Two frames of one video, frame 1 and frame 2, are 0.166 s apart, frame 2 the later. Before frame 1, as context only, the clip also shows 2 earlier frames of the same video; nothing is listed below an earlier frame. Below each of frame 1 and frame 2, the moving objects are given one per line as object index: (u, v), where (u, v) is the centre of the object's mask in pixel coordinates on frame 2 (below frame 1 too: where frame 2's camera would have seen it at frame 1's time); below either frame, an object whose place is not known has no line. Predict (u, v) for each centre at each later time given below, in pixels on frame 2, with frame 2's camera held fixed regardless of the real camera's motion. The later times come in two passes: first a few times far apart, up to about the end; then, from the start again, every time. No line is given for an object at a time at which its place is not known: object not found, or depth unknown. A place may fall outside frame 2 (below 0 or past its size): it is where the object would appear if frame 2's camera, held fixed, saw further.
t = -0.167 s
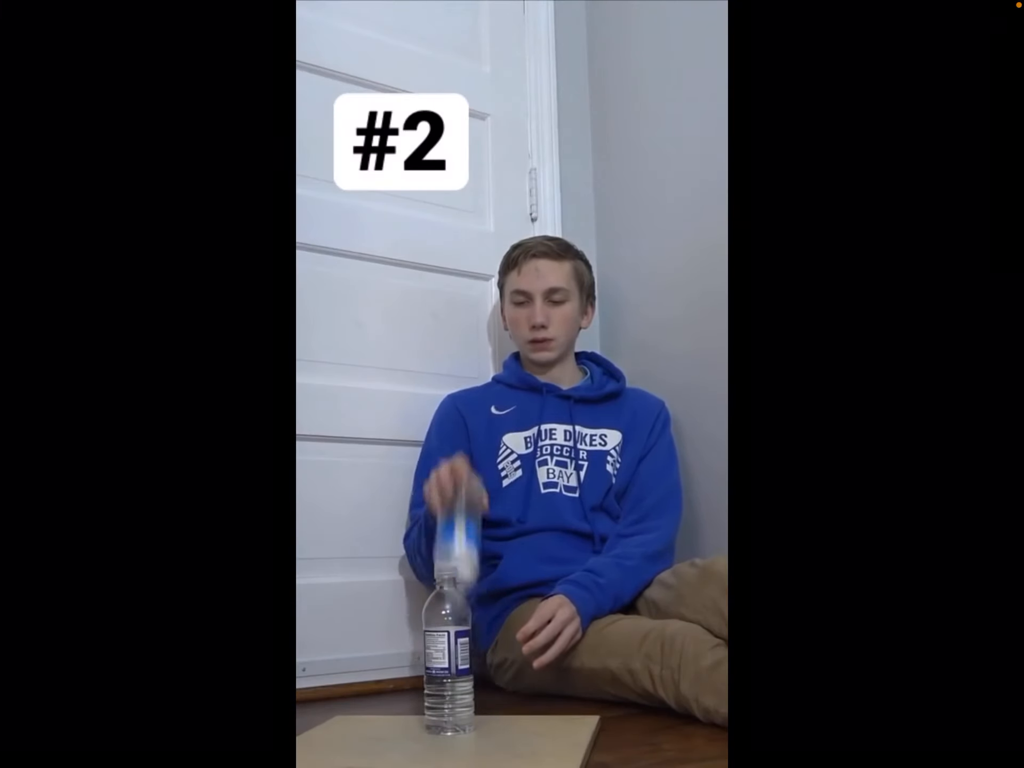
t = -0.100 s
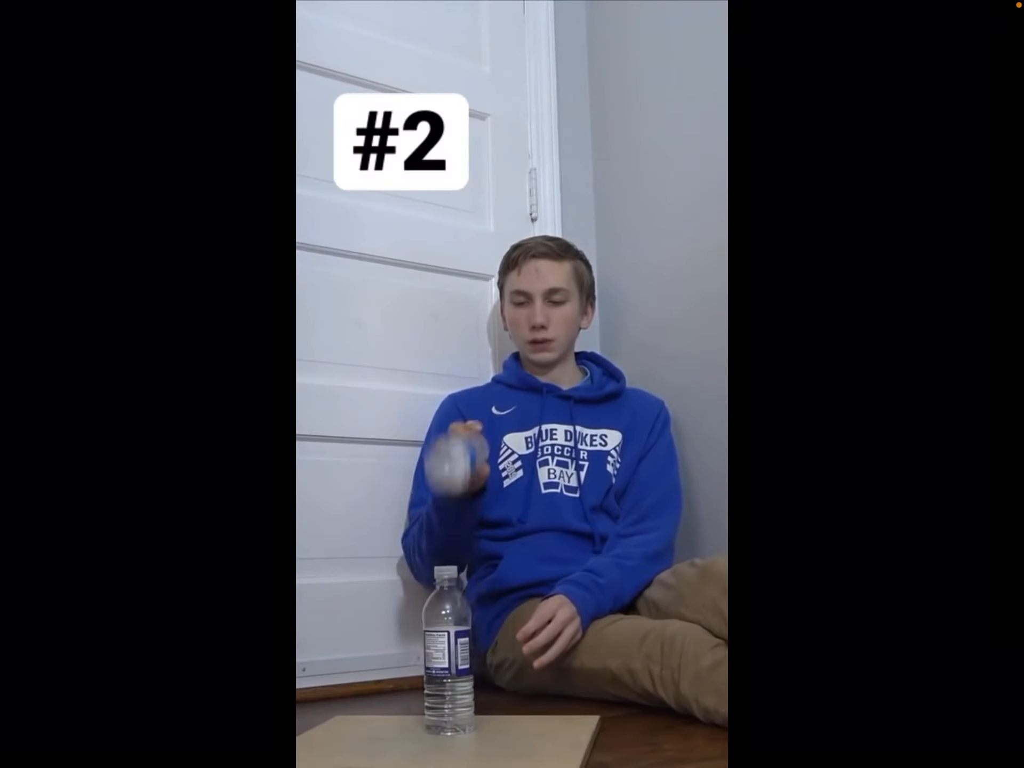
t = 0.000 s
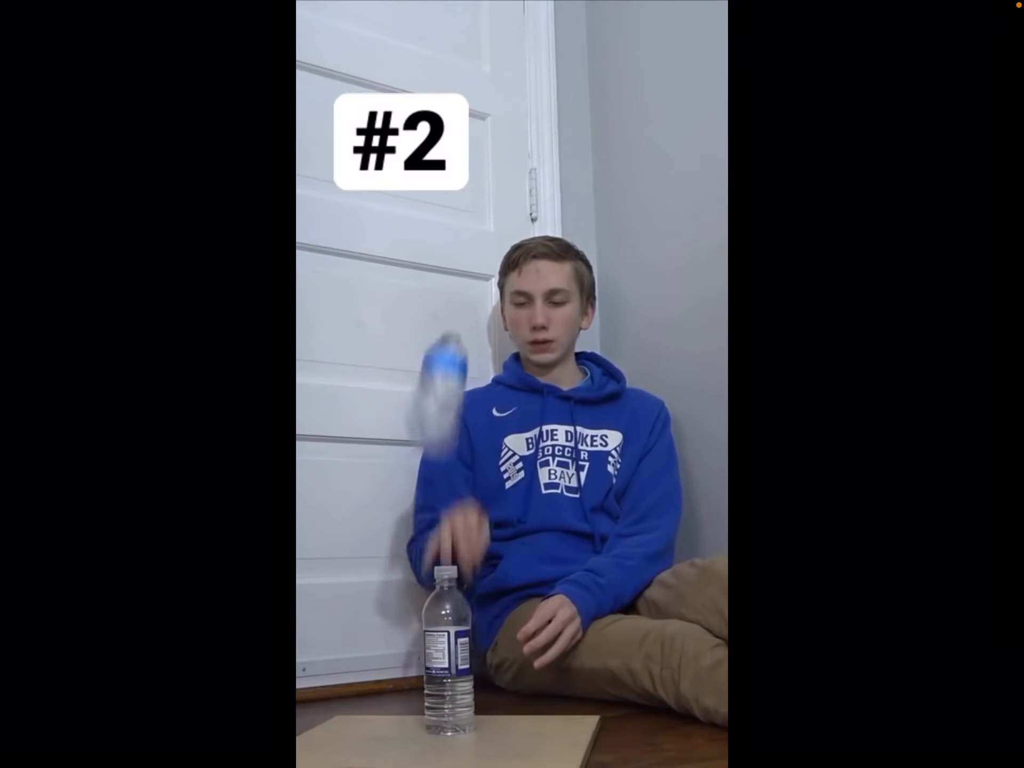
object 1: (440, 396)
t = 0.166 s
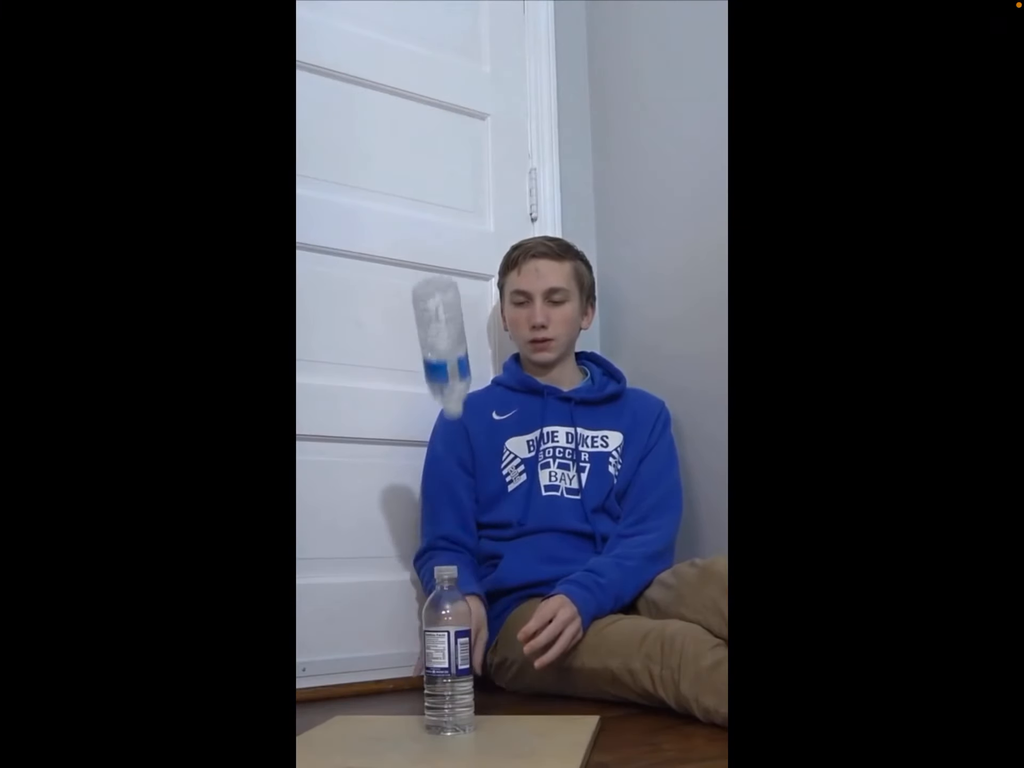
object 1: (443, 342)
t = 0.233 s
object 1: (445, 397)
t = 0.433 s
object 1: (447, 483)
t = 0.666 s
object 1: (446, 483)
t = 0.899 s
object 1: (446, 483)
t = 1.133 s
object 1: (446, 483)
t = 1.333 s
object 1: (446, 484)
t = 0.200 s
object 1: (444, 366)
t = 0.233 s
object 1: (445, 397)
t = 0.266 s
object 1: (445, 440)
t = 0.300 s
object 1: (446, 481)
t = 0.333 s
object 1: (444, 483)
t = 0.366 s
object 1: (446, 484)
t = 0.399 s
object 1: (447, 483)
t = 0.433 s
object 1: (447, 483)
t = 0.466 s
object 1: (447, 483)
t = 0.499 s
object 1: (446, 483)
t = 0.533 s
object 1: (446, 483)
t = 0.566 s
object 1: (446, 483)
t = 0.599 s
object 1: (446, 484)
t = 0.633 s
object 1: (446, 483)
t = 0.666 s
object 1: (446, 483)
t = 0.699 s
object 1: (446, 483)
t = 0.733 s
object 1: (446, 483)
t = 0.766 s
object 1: (446, 483)
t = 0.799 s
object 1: (446, 483)
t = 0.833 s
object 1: (446, 483)
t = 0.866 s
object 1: (446, 483)
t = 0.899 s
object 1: (446, 483)
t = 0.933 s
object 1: (446, 483)
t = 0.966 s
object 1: (446, 483)
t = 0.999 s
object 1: (446, 483)
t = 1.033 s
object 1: (446, 483)
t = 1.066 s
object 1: (446, 483)
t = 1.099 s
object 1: (446, 483)
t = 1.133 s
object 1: (446, 483)
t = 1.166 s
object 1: (446, 483)
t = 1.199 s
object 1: (446, 484)
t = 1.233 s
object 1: (446, 483)
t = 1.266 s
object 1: (446, 484)
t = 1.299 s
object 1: (446, 484)
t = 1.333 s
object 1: (446, 484)
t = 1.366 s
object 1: (446, 483)
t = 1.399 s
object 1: (446, 482)
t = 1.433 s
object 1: (446, 483)
